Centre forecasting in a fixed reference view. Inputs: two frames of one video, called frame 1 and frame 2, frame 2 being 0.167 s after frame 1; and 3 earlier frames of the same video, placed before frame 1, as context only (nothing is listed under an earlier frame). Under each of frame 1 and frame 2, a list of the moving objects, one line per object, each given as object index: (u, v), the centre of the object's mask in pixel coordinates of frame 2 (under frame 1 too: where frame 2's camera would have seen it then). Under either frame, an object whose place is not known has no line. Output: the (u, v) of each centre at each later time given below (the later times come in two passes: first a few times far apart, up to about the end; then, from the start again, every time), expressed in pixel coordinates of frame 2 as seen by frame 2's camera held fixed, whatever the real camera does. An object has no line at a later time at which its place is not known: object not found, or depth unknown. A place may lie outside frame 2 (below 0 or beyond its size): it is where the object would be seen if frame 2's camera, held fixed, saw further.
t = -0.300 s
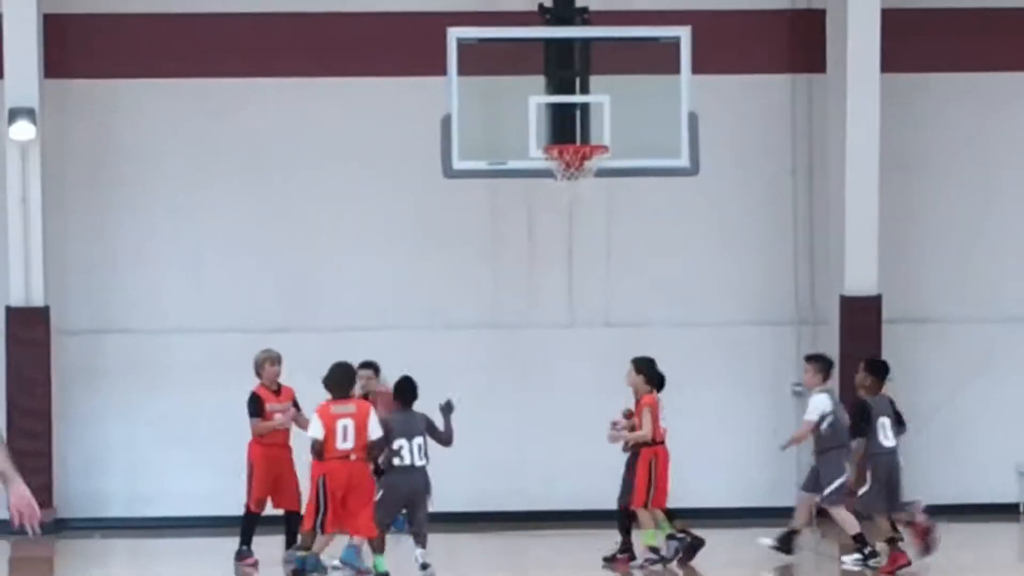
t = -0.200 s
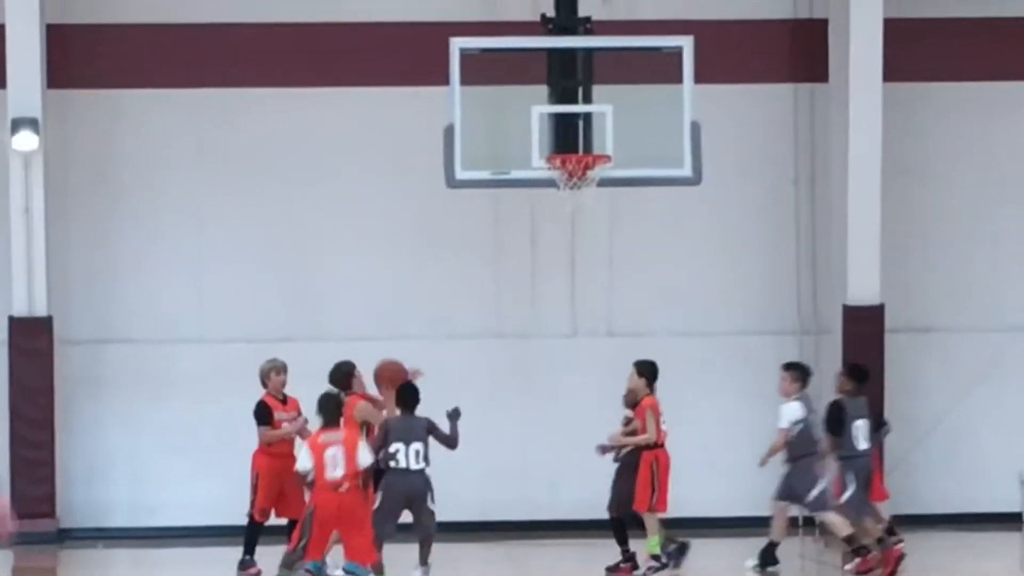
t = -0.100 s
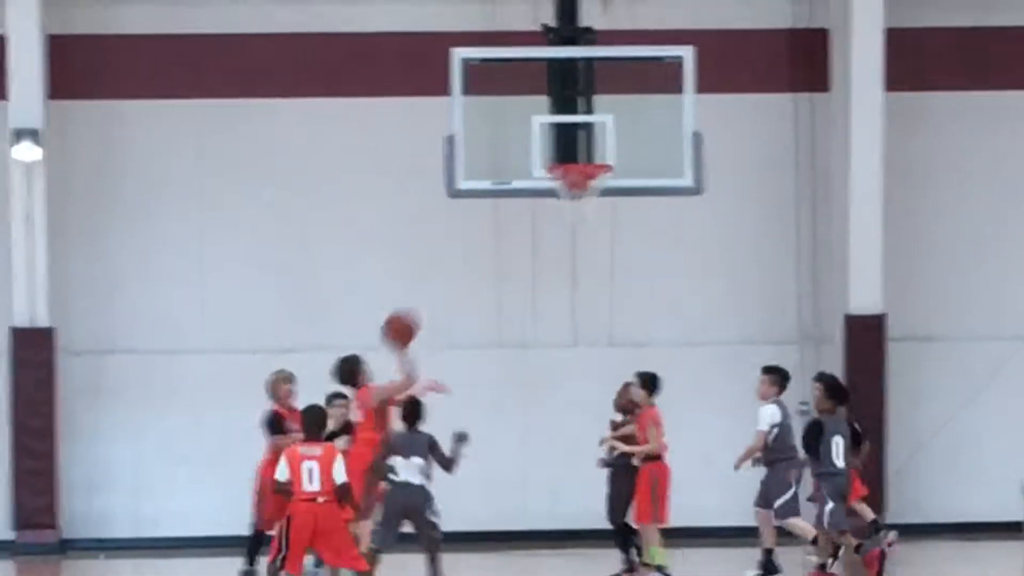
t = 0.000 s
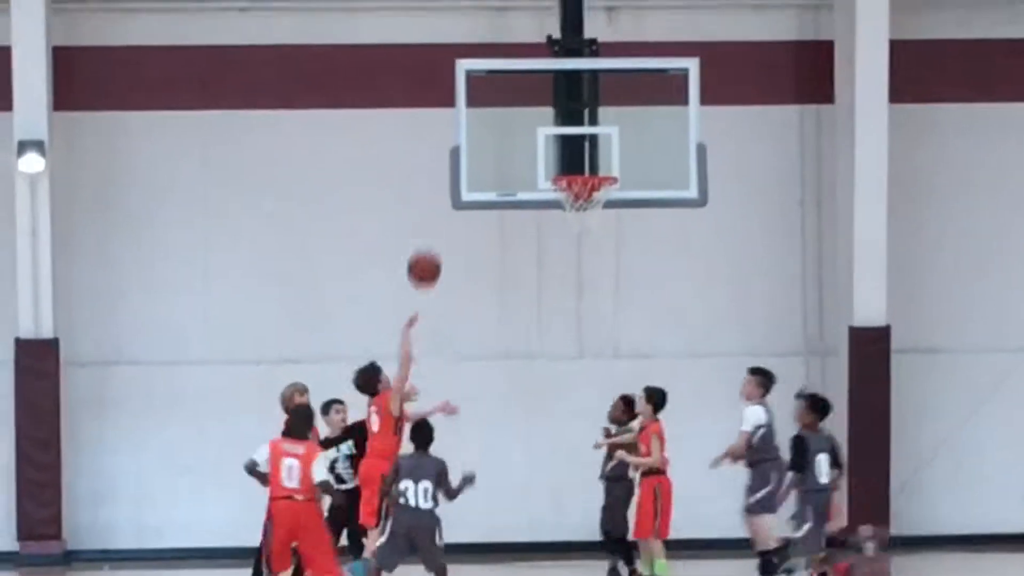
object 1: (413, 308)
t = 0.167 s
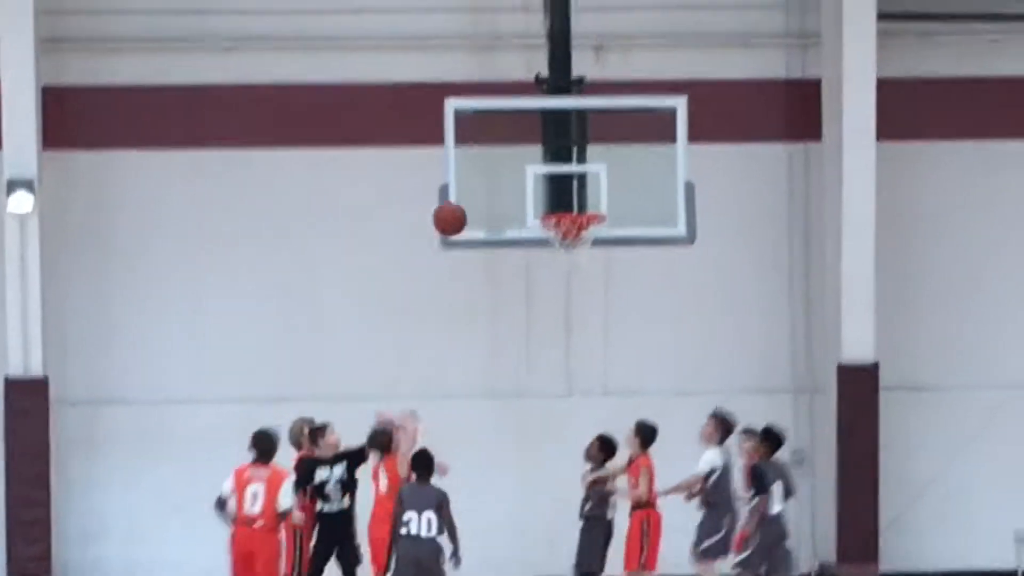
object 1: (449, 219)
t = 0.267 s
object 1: (472, 186)
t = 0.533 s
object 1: (529, 164)
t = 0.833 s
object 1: (584, 201)
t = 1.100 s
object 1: (599, 194)
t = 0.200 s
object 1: (457, 206)
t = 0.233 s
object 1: (464, 195)
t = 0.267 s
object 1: (472, 186)
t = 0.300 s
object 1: (479, 178)
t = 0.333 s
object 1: (486, 172)
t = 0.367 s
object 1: (493, 167)
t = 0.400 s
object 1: (499, 164)
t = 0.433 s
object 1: (506, 162)
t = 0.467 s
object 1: (514, 161)
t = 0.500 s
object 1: (521, 162)
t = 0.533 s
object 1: (529, 164)
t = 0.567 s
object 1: (535, 169)
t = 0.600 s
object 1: (543, 174)
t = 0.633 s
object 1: (549, 182)
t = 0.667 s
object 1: (557, 190)
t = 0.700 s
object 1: (562, 197)
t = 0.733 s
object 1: (570, 204)
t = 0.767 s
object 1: (574, 203)
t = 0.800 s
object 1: (579, 201)
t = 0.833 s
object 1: (584, 201)
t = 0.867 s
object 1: (588, 199)
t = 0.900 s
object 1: (589, 195)
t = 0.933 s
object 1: (591, 190)
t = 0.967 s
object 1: (593, 188)
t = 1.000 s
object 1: (594, 188)
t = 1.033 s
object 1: (595, 188)
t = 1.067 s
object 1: (597, 190)
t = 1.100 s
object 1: (599, 194)
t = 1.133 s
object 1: (602, 199)
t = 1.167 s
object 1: (602, 206)
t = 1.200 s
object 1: (606, 214)
